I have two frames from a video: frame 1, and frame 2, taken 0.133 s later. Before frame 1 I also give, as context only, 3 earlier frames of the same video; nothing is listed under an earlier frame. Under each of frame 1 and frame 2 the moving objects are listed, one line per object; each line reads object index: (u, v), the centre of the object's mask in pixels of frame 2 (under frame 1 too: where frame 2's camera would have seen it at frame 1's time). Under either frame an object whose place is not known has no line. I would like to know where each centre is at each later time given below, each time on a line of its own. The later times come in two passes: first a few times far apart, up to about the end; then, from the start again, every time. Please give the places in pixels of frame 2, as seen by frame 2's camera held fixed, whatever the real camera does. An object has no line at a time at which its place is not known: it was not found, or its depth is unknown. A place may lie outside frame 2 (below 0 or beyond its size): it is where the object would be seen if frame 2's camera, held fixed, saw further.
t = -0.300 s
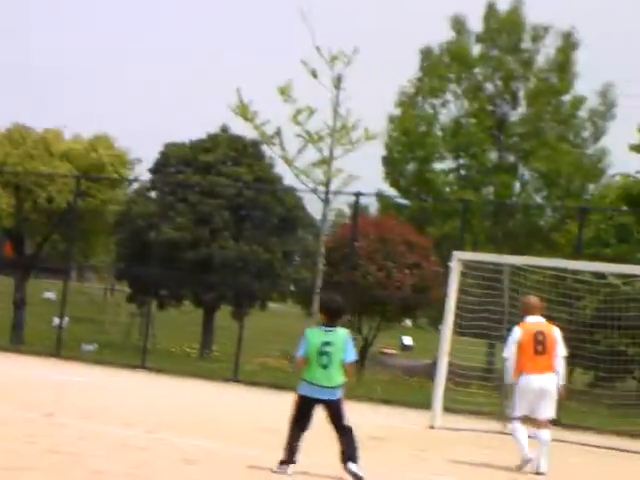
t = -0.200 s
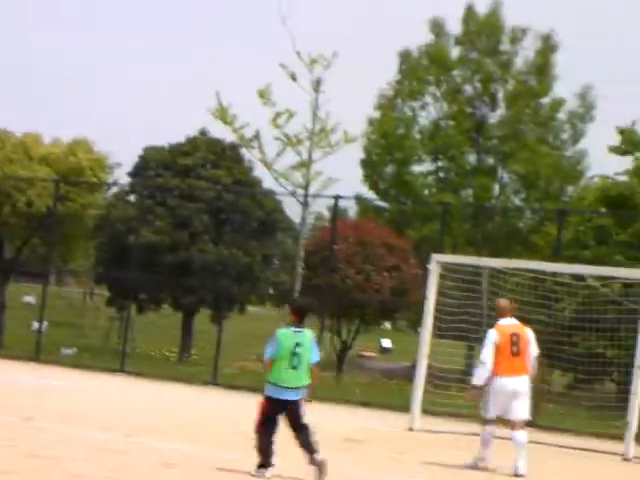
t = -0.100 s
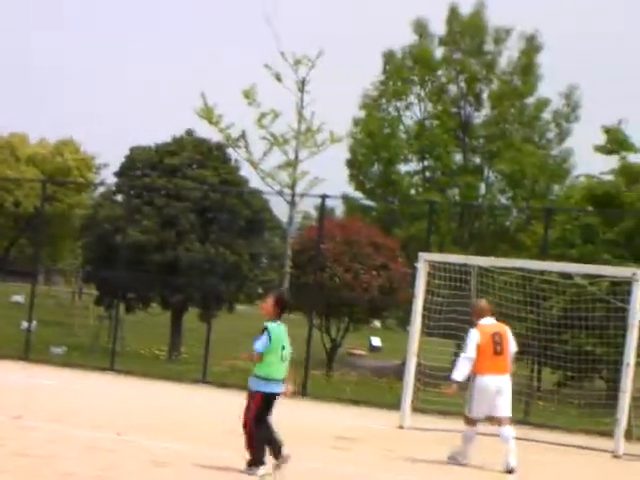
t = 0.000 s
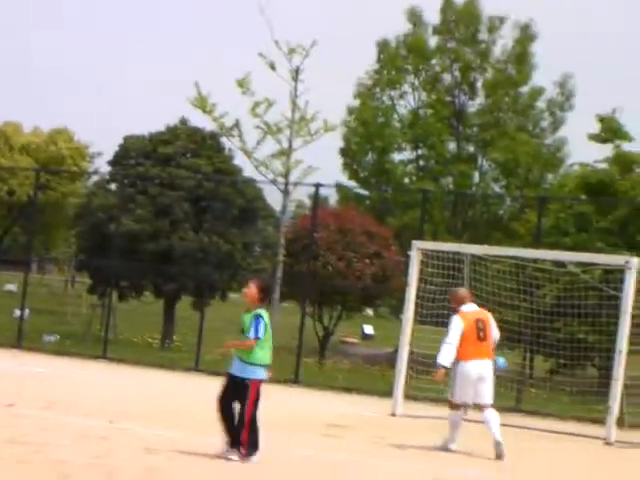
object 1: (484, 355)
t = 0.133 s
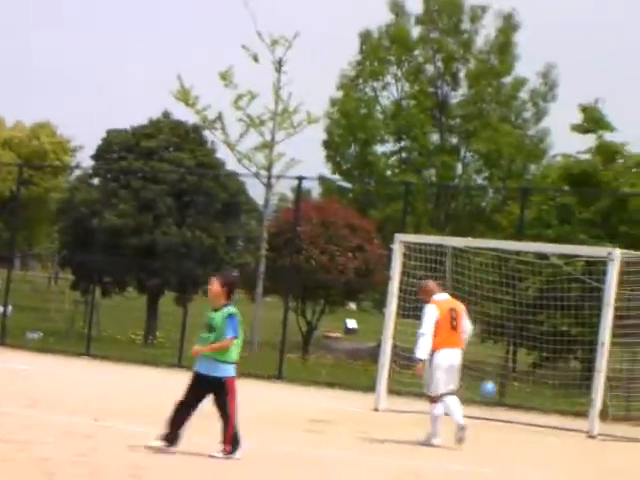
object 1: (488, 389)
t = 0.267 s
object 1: (495, 390)
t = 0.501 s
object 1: (495, 368)
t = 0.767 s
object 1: (493, 386)
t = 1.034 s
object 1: (493, 383)
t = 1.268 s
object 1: (492, 388)
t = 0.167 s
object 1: (489, 399)
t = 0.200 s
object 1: (489, 408)
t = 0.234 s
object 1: (493, 399)
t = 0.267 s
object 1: (495, 390)
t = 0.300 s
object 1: (495, 387)
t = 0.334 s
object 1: (494, 385)
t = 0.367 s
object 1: (495, 379)
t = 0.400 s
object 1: (492, 378)
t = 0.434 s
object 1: (491, 377)
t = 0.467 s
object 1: (495, 368)
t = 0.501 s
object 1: (495, 368)
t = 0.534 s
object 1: (496, 368)
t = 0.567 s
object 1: (495, 367)
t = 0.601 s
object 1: (494, 368)
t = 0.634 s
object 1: (494, 369)
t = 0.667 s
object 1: (495, 375)
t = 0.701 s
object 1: (493, 380)
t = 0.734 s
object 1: (493, 382)
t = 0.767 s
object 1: (493, 386)
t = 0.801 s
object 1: (493, 393)
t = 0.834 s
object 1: (491, 400)
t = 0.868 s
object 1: (492, 402)
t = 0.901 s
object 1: (492, 398)
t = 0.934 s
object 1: (492, 391)
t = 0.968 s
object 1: (491, 390)
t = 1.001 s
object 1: (491, 384)
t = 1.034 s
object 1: (493, 383)
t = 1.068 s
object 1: (493, 382)
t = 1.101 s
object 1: (493, 382)
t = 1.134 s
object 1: (492, 382)
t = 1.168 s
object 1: (492, 383)
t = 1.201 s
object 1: (493, 384)
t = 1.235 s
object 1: (492, 386)
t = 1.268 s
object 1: (492, 388)
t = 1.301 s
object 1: (493, 392)
